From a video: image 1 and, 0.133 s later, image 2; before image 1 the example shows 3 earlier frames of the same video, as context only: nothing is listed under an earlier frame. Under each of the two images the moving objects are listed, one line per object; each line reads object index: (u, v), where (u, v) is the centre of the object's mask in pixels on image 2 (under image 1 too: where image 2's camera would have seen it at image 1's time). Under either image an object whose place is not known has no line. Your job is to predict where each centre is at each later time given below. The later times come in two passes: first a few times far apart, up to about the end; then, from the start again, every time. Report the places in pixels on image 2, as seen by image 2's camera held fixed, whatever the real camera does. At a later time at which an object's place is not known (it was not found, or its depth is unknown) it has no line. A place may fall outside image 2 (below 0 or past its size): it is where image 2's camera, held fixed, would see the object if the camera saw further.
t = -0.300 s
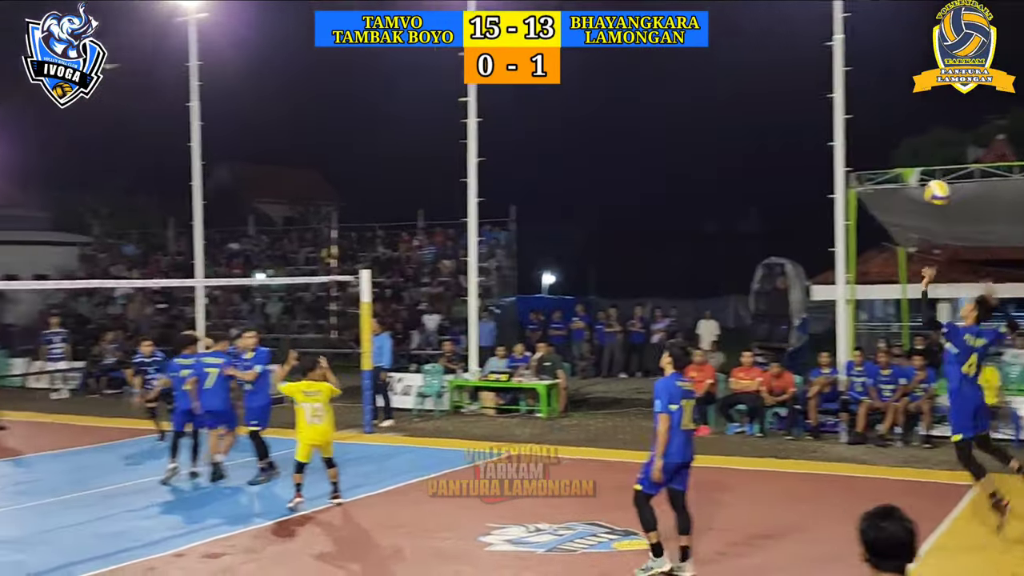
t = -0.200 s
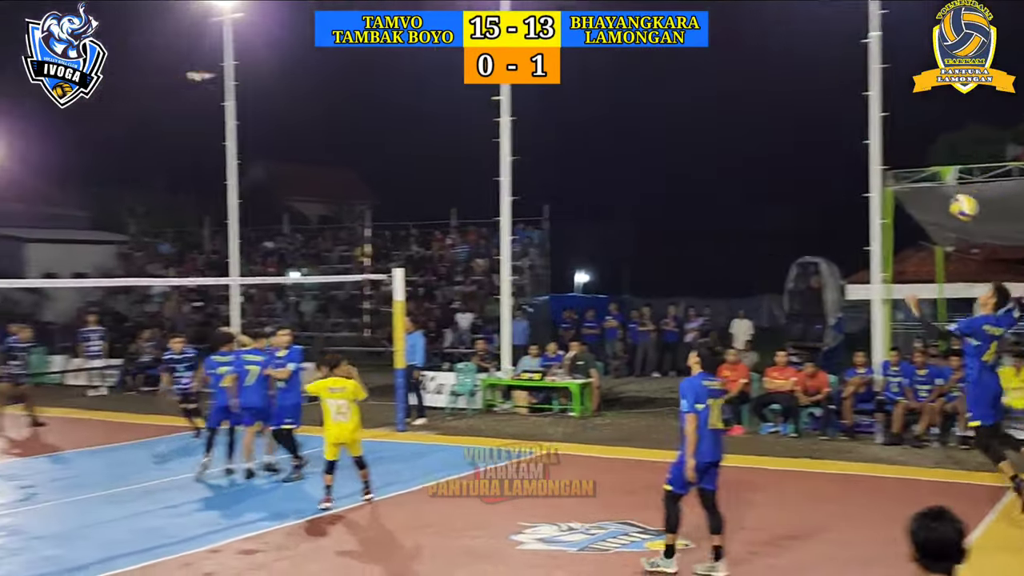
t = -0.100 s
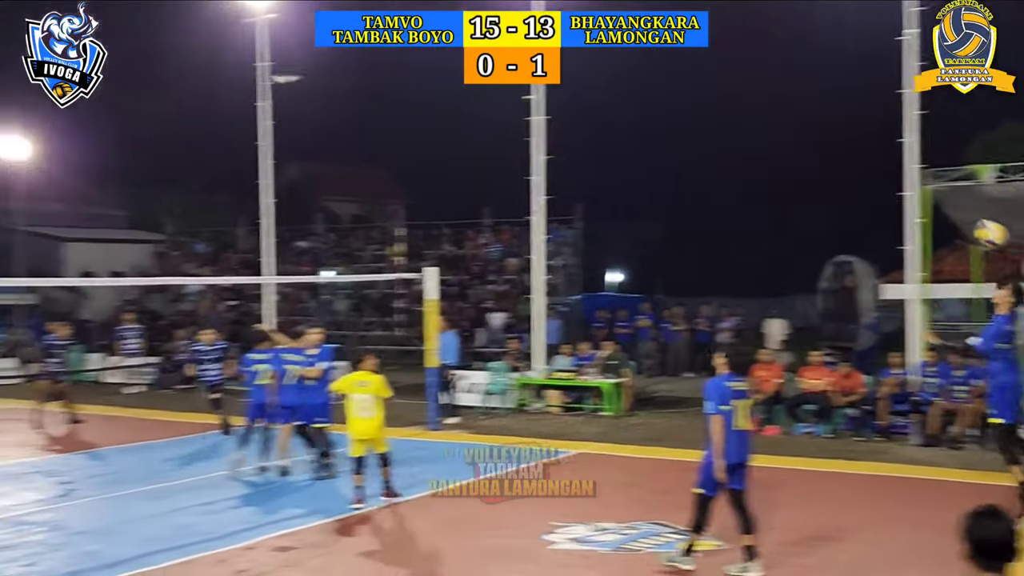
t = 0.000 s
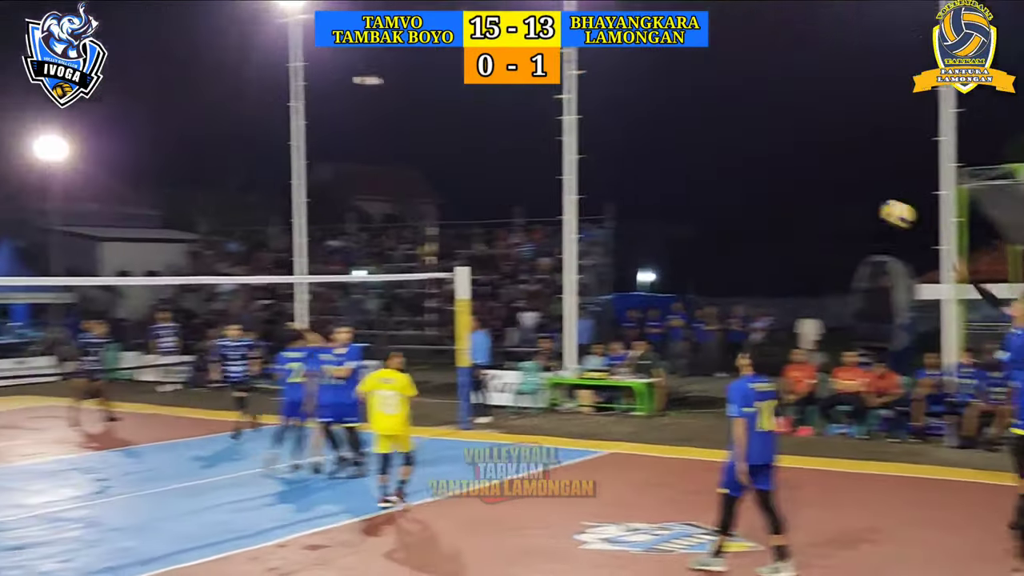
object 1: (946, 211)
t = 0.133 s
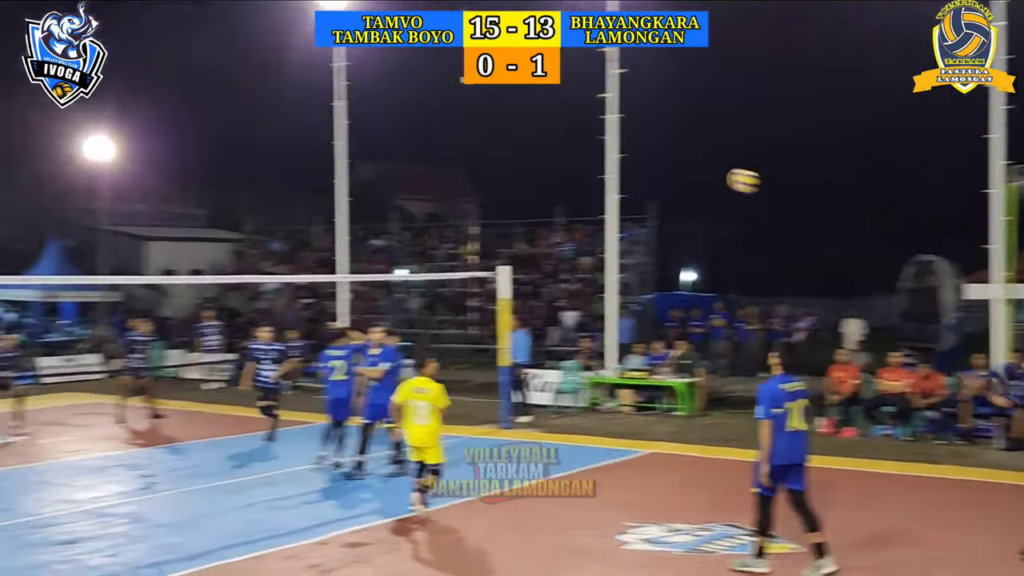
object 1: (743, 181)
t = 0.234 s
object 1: (618, 172)
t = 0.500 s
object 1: (353, 194)
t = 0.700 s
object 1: (203, 241)
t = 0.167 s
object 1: (698, 177)
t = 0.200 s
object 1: (657, 174)
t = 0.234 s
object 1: (618, 172)
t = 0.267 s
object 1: (578, 172)
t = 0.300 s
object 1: (542, 172)
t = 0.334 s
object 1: (508, 174)
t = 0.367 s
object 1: (473, 176)
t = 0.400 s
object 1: (441, 179)
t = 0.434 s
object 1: (410, 183)
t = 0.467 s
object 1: (380, 188)
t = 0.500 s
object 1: (353, 194)
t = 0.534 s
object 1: (325, 200)
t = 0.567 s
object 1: (298, 207)
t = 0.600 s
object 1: (273, 215)
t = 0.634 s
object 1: (249, 223)
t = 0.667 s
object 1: (225, 232)
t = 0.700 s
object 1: (203, 241)
